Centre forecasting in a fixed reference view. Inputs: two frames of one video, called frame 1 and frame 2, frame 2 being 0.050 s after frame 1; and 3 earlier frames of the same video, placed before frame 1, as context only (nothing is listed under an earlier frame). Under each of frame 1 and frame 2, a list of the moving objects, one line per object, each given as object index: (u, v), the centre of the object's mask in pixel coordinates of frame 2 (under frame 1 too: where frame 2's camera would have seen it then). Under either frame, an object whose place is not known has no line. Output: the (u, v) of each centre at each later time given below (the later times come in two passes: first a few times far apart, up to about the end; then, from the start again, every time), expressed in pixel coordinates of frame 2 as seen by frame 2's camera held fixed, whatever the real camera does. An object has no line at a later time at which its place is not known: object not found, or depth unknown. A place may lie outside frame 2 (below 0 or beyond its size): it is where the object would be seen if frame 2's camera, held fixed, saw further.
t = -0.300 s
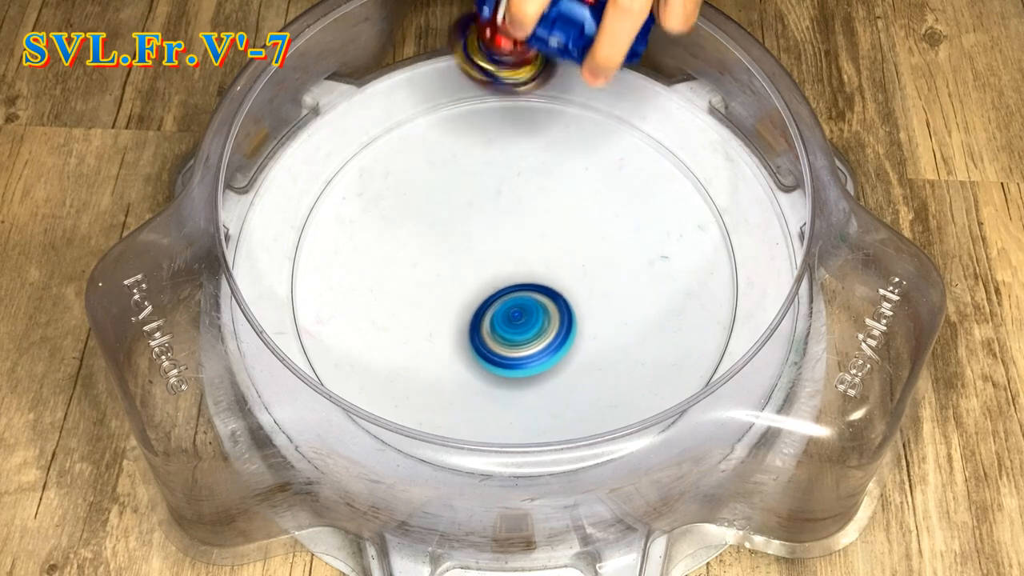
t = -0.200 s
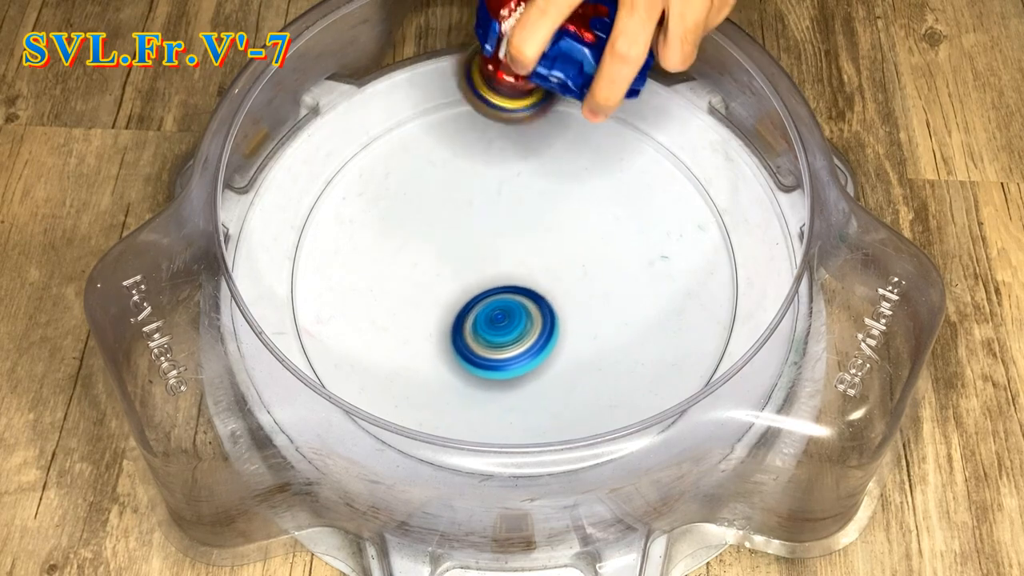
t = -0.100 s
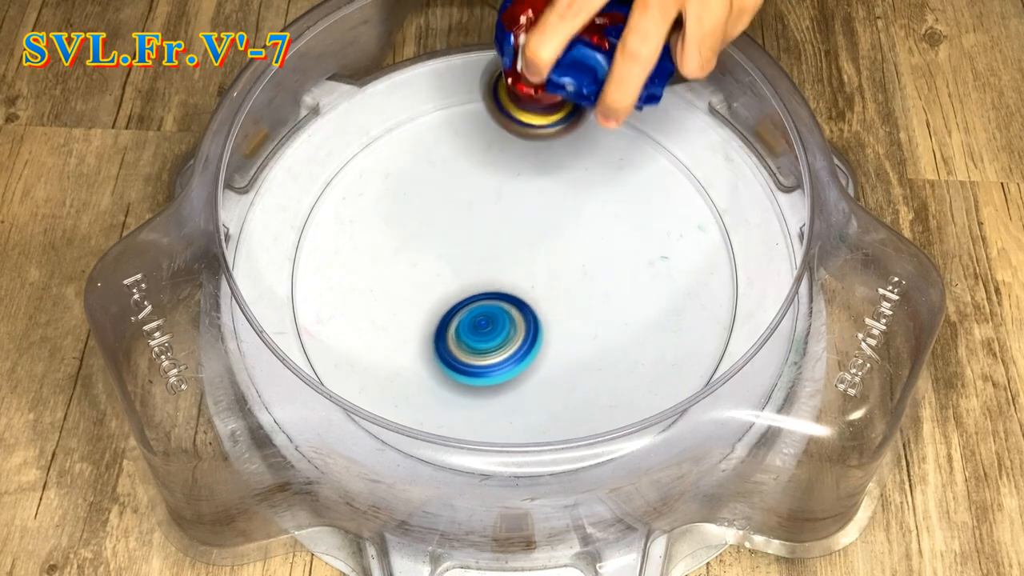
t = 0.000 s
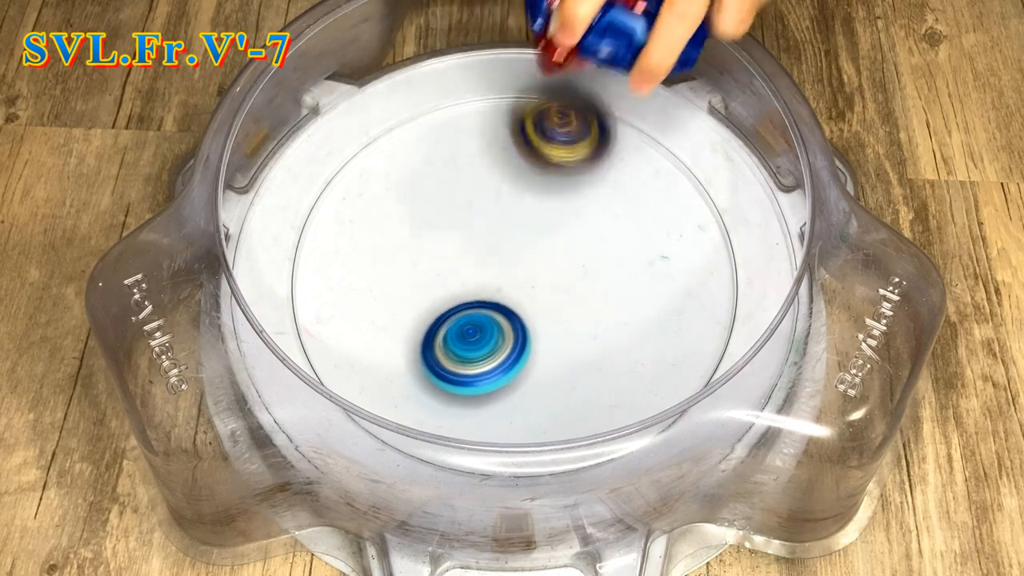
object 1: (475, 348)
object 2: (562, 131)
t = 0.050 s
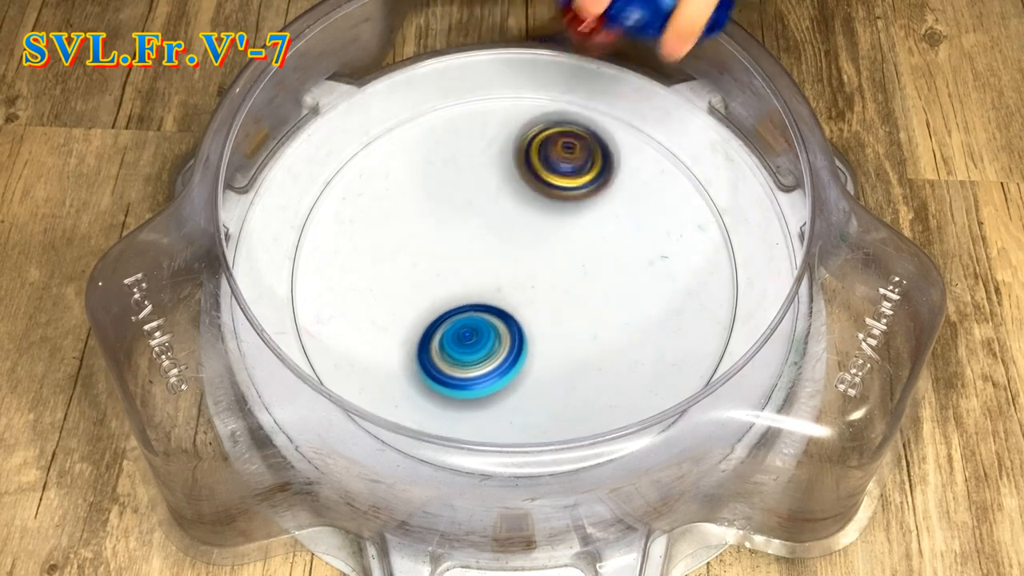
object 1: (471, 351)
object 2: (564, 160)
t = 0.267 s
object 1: (473, 348)
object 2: (511, 253)
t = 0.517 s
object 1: (440, 398)
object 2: (391, 156)
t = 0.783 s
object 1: (490, 361)
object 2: (363, 327)
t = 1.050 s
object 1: (623, 268)
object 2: (536, 411)
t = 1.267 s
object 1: (525, 207)
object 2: (685, 201)
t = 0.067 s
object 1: (471, 352)
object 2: (563, 163)
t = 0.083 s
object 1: (470, 352)
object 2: (563, 170)
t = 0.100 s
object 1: (470, 352)
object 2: (560, 178)
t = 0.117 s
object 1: (471, 352)
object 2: (559, 191)
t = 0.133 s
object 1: (471, 352)
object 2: (555, 195)
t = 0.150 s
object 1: (471, 352)
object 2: (552, 201)
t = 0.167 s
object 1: (471, 352)
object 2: (548, 210)
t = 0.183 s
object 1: (472, 351)
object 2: (543, 219)
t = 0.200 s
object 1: (472, 351)
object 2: (537, 224)
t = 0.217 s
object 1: (472, 350)
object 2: (531, 233)
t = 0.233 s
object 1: (472, 350)
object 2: (524, 239)
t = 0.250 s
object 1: (472, 349)
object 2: (518, 246)
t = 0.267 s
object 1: (473, 348)
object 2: (511, 253)
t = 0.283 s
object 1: (472, 348)
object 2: (503, 255)
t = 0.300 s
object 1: (467, 353)
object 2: (499, 252)
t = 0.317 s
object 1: (461, 360)
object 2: (497, 246)
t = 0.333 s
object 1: (456, 366)
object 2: (493, 238)
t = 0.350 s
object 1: (452, 371)
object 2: (489, 230)
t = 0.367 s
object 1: (448, 377)
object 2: (484, 221)
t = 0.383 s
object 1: (444, 382)
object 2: (478, 211)
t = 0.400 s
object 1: (441, 386)
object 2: (469, 201)
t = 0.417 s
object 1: (439, 389)
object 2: (461, 193)
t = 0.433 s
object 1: (438, 391)
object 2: (451, 185)
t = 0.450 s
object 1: (437, 393)
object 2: (440, 177)
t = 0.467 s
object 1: (437, 394)
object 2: (428, 171)
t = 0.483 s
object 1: (438, 395)
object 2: (416, 165)
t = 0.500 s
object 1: (439, 397)
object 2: (404, 160)
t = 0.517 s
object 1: (440, 398)
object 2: (391, 156)
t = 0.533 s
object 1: (442, 398)
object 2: (377, 155)
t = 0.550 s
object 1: (445, 398)
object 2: (366, 155)
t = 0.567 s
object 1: (447, 398)
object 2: (353, 155)
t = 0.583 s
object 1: (450, 398)
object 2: (343, 158)
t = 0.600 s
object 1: (453, 398)
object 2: (336, 163)
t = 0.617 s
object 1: (456, 397)
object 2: (329, 171)
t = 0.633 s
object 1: (460, 396)
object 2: (326, 180)
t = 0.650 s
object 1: (464, 394)
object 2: (326, 193)
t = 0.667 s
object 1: (468, 391)
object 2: (325, 206)
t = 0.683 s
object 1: (471, 389)
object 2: (324, 218)
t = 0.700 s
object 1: (475, 385)
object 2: (326, 233)
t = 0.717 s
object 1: (479, 380)
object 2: (329, 250)
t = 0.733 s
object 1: (482, 376)
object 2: (334, 267)
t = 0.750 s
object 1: (485, 371)
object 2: (341, 286)
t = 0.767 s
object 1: (488, 366)
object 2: (351, 308)
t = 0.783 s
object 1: (490, 361)
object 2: (363, 327)
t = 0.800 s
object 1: (494, 356)
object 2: (376, 347)
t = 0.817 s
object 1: (509, 353)
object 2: (376, 359)
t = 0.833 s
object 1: (526, 350)
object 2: (379, 371)
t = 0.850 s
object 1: (542, 347)
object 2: (381, 378)
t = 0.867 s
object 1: (557, 342)
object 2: (380, 397)
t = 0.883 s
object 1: (571, 337)
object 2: (386, 407)
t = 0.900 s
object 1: (582, 331)
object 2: (394, 416)
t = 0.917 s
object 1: (592, 325)
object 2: (403, 422)
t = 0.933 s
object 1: (601, 319)
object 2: (415, 429)
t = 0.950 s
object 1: (607, 311)
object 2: (429, 432)
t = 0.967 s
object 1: (614, 305)
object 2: (444, 435)
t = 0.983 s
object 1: (618, 297)
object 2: (462, 437)
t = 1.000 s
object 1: (622, 289)
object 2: (479, 437)
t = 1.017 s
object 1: (624, 283)
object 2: (497, 436)
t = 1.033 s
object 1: (624, 275)
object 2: (518, 427)
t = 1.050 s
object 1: (623, 268)
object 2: (536, 411)
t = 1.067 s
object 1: (621, 261)
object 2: (555, 405)
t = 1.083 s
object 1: (617, 254)
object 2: (575, 397)
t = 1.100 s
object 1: (613, 249)
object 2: (595, 391)
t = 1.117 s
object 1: (607, 242)
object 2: (616, 379)
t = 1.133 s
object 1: (599, 235)
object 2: (634, 364)
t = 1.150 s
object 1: (591, 231)
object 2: (647, 346)
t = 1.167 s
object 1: (582, 226)
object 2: (662, 327)
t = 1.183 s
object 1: (574, 220)
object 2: (674, 308)
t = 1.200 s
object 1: (564, 217)
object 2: (685, 286)
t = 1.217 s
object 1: (555, 215)
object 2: (693, 264)
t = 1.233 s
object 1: (545, 211)
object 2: (697, 243)
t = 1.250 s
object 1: (535, 209)
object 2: (692, 222)
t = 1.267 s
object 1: (525, 207)
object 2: (685, 201)
